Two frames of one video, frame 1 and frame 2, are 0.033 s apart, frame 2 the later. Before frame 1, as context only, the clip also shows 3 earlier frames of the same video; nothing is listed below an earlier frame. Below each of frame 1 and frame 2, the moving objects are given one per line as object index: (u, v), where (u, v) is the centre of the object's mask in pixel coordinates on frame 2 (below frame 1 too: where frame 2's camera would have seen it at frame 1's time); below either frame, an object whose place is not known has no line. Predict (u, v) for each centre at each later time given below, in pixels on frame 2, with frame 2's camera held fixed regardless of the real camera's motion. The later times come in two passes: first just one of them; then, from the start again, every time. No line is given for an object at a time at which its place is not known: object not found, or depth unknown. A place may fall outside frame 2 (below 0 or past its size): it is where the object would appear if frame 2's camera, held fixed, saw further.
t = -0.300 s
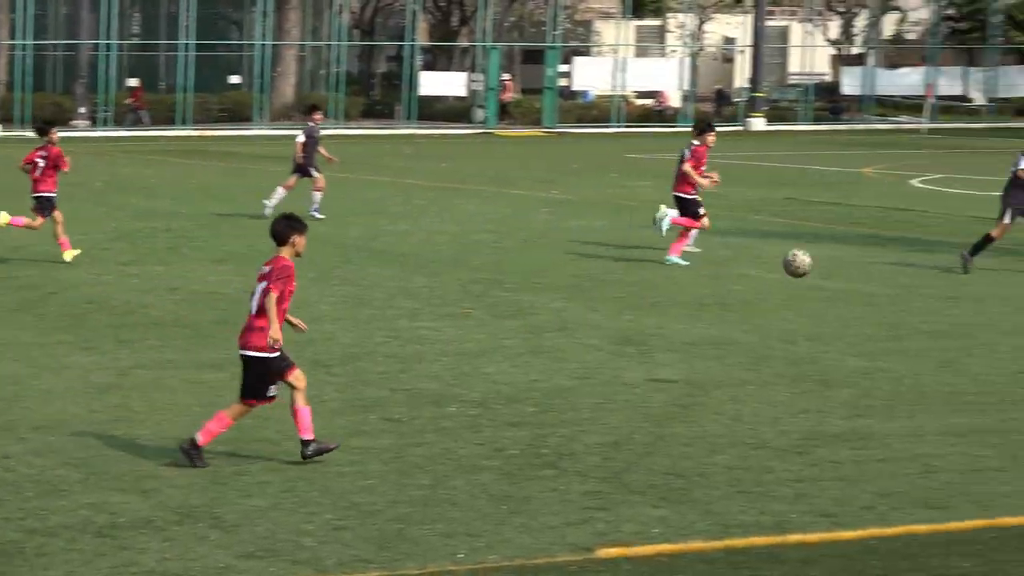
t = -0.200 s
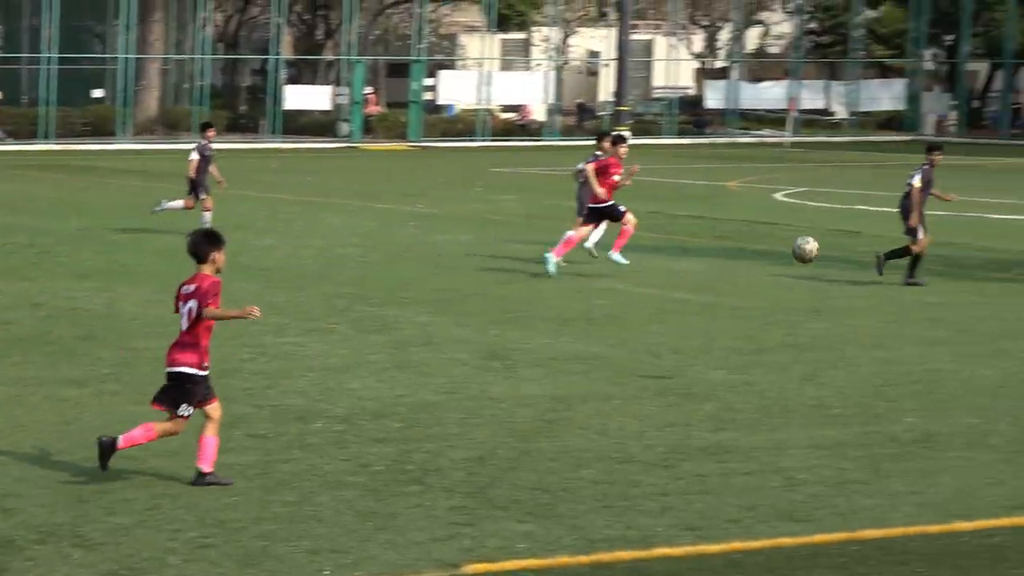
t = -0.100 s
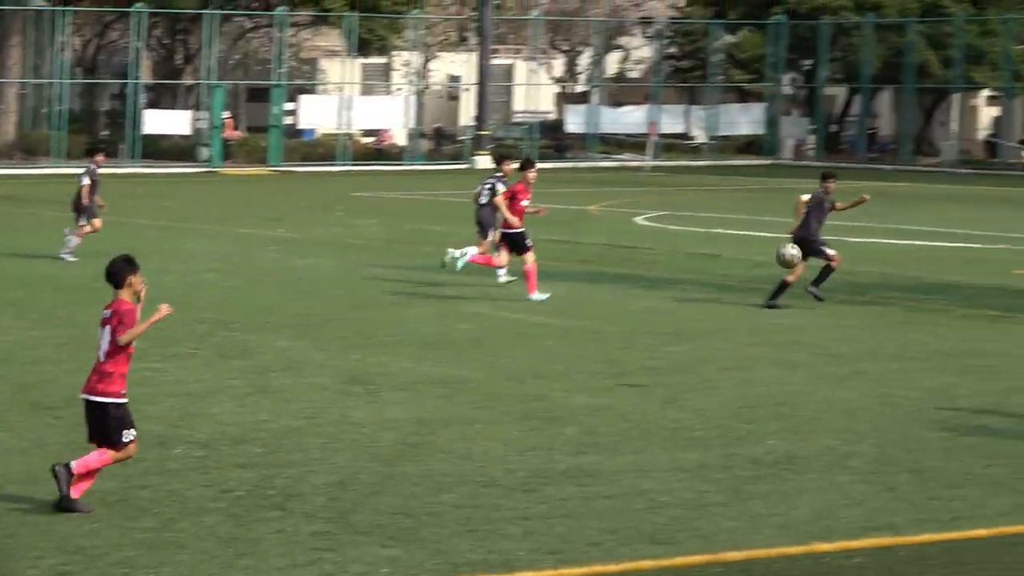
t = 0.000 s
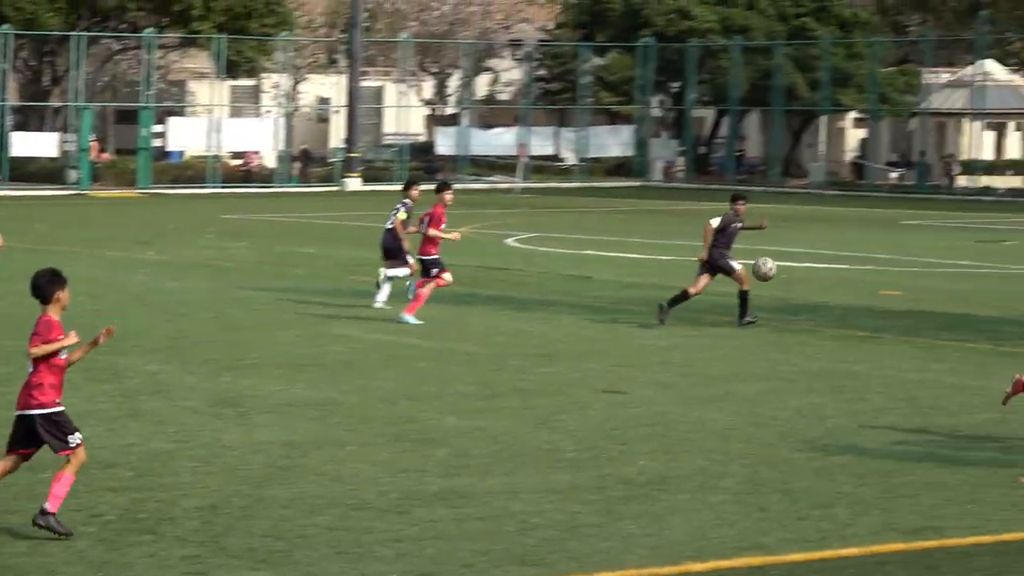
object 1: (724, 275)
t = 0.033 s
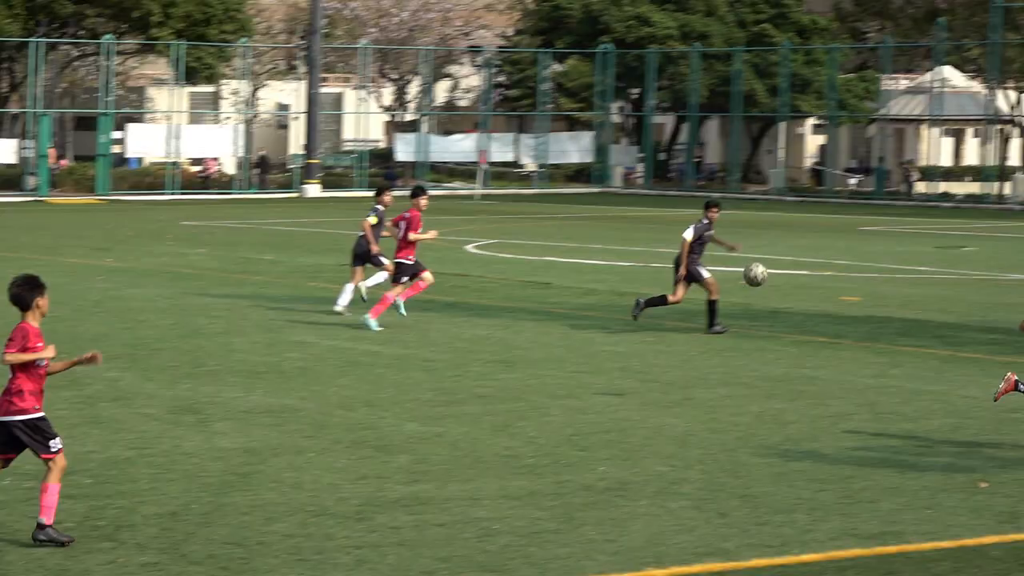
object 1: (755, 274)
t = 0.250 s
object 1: (930, 287)
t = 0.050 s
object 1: (770, 274)
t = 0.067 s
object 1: (785, 274)
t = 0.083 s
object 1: (800, 275)
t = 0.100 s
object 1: (814, 275)
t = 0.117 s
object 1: (828, 276)
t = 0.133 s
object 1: (842, 277)
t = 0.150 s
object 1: (855, 278)
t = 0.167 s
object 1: (868, 279)
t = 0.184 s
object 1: (881, 280)
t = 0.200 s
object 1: (893, 282)
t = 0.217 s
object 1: (906, 283)
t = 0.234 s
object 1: (918, 285)
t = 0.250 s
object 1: (930, 287)
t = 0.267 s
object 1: (941, 290)
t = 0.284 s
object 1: (952, 292)
